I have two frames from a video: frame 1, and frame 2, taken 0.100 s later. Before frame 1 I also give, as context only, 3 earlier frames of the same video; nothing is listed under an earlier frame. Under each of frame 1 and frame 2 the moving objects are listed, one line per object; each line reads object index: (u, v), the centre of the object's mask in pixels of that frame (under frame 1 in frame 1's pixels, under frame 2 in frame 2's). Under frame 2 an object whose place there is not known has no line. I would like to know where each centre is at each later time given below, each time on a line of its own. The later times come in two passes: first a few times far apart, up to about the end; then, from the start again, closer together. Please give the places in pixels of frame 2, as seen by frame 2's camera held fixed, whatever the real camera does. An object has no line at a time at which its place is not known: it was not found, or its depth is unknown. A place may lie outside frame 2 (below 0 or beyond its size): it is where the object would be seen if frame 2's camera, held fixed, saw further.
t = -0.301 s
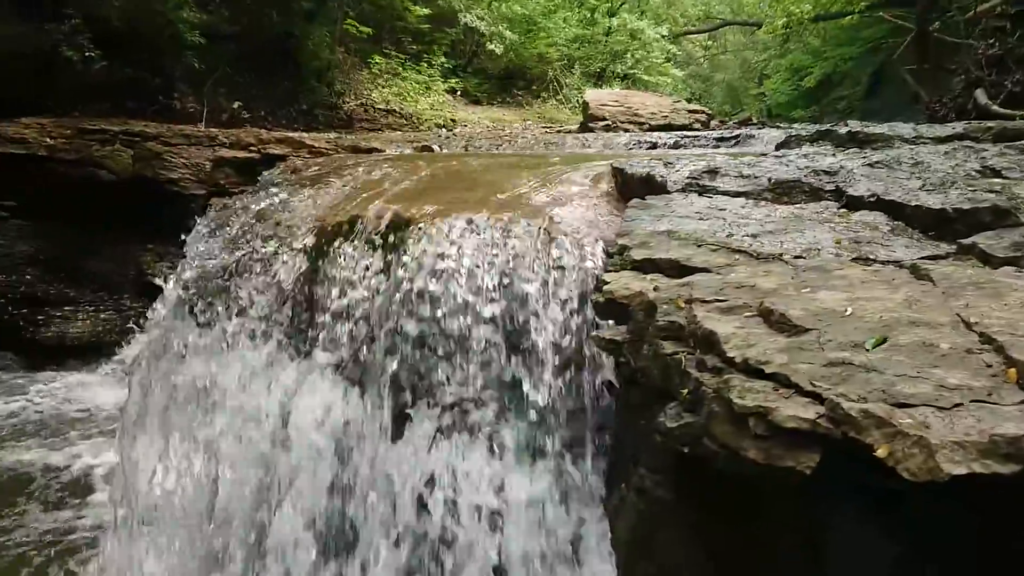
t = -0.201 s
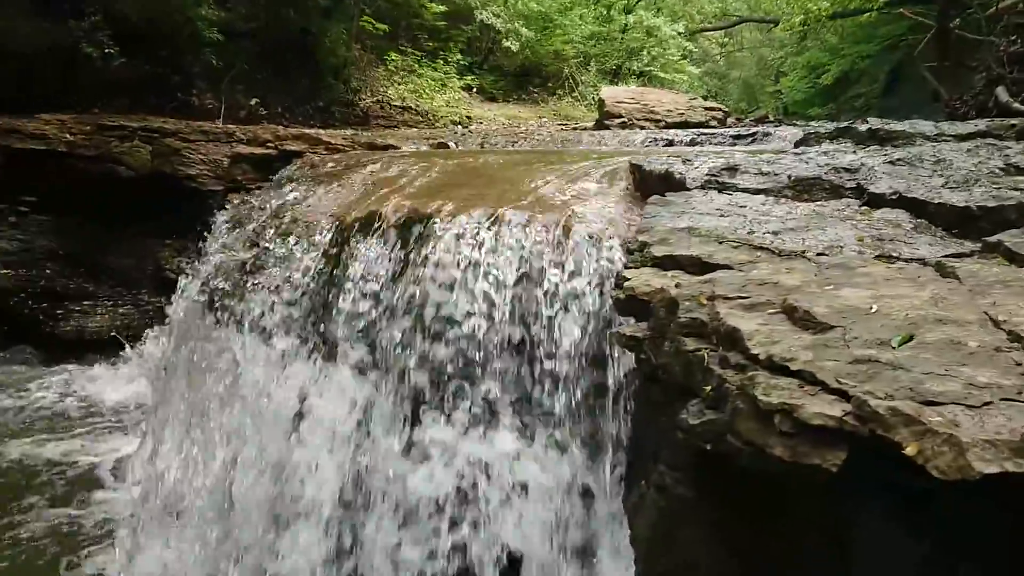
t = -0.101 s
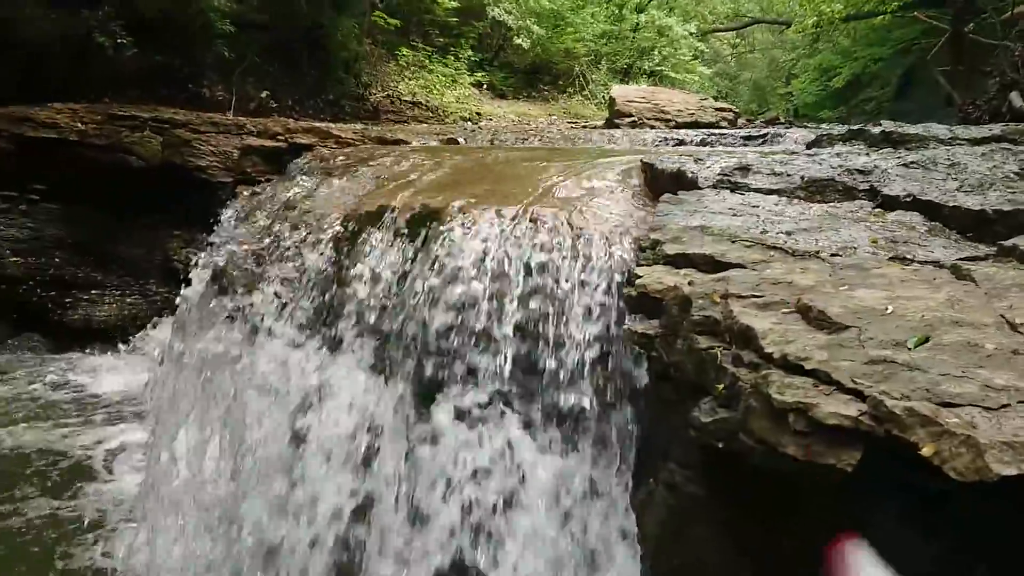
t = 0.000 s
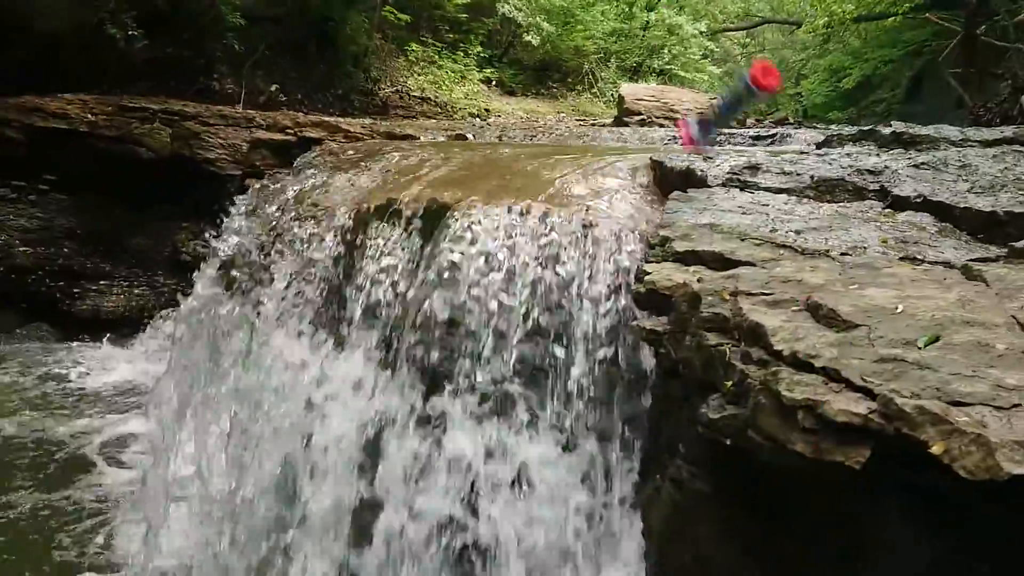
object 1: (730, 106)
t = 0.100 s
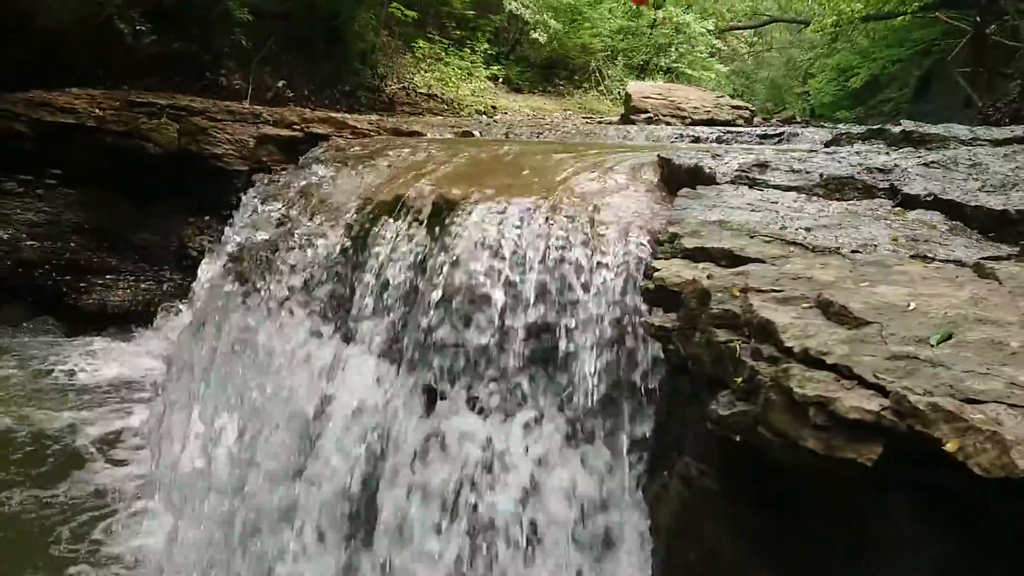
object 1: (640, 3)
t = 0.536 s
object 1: (535, 157)
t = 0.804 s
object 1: (498, 169)
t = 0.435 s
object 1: (536, 92)
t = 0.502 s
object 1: (525, 147)
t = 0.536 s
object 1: (535, 157)
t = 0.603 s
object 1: (502, 172)
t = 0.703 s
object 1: (501, 164)
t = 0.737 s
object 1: (501, 162)
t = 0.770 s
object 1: (500, 165)
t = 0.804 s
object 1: (498, 169)
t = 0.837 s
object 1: (494, 173)
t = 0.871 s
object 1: (487, 178)
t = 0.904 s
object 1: (476, 181)
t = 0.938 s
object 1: (464, 182)
